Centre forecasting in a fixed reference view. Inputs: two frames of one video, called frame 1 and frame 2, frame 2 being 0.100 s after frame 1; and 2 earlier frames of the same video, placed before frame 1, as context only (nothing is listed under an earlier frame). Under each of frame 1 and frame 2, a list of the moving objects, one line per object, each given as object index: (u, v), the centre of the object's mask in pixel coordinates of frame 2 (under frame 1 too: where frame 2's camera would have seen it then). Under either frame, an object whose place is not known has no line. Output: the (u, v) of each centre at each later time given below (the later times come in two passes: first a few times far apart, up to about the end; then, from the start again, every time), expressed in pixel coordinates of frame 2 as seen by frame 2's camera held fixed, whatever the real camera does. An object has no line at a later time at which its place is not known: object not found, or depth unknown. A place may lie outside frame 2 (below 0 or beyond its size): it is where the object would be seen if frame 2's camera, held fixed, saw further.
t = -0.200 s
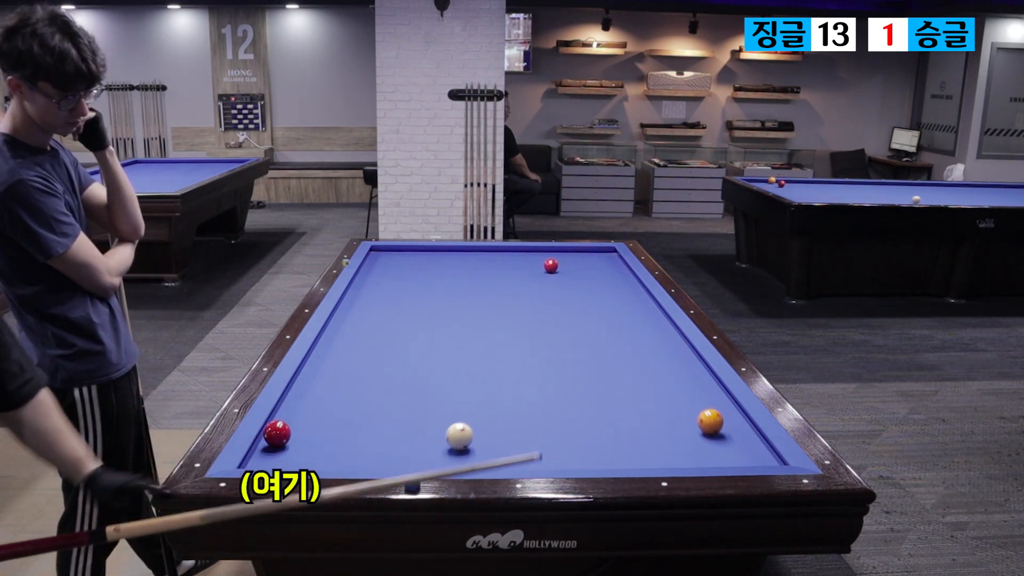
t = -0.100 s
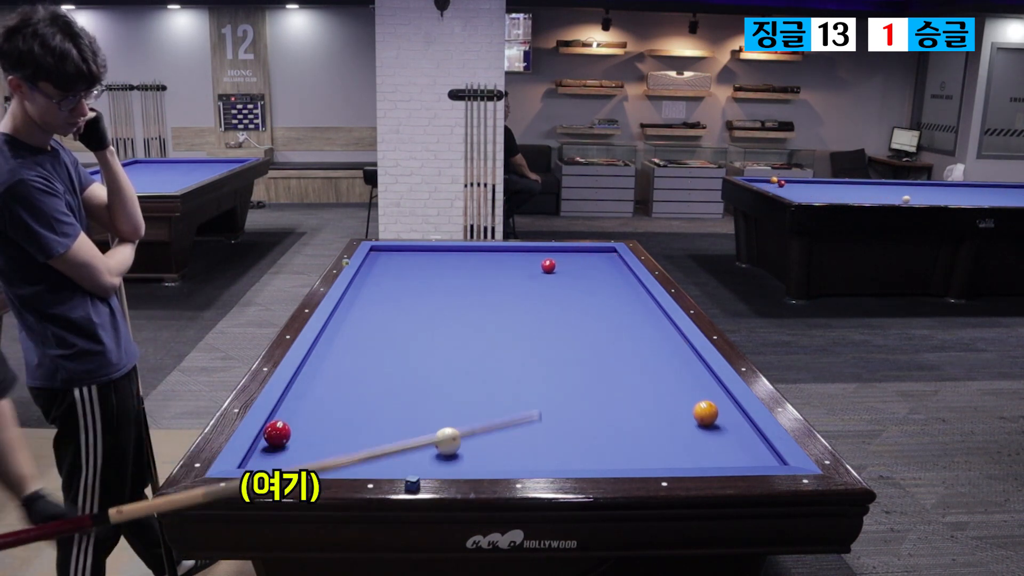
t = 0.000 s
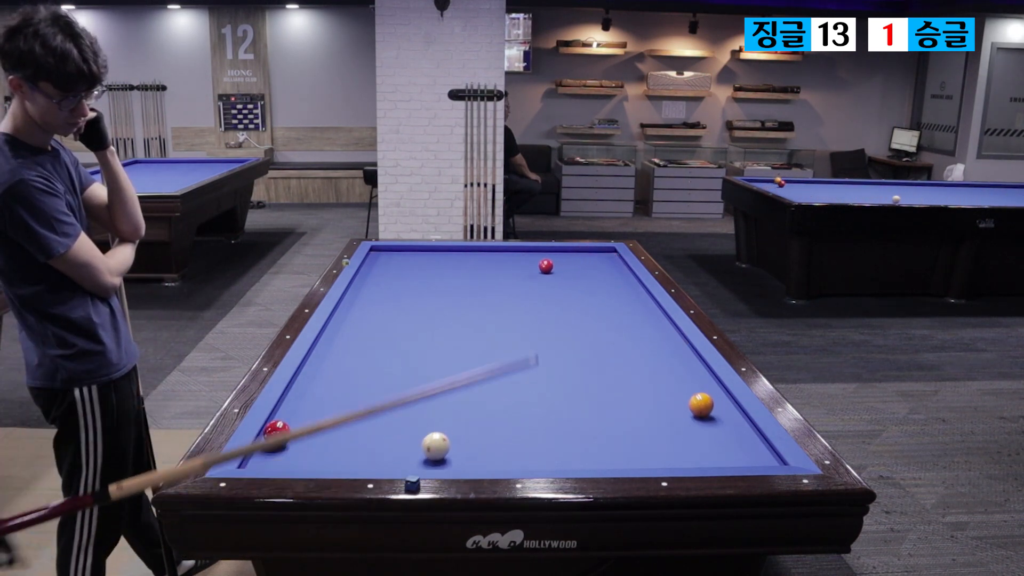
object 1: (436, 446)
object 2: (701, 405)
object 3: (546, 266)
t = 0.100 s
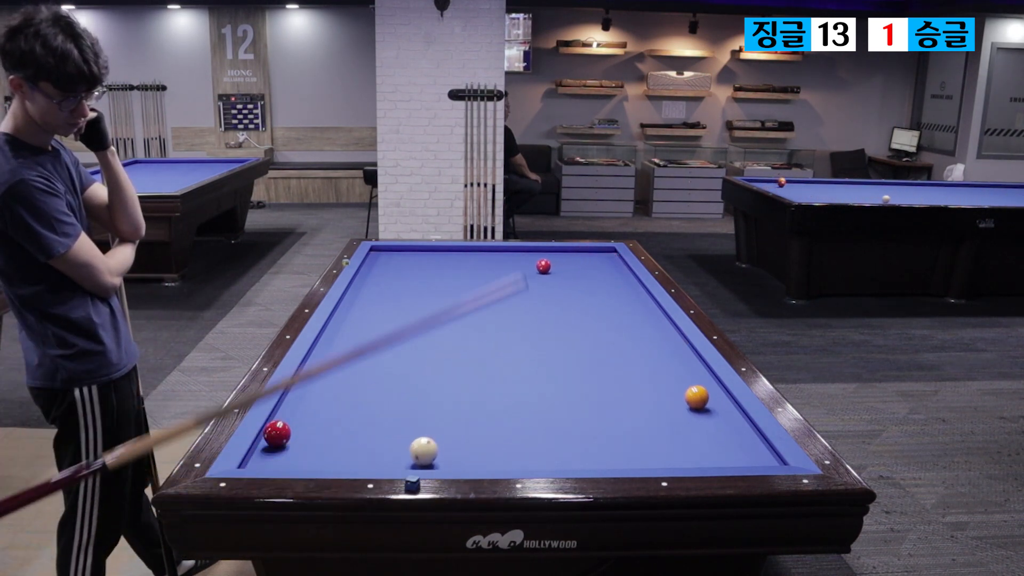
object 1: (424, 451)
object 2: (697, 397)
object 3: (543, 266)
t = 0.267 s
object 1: (403, 458)
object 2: (690, 385)
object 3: (540, 266)
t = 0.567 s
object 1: (367, 458)
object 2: (679, 366)
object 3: (533, 267)
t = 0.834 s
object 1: (338, 453)
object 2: (671, 351)
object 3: (528, 268)
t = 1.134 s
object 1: (307, 445)
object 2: (663, 336)
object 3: (522, 268)
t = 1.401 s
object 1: (290, 441)
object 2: (656, 325)
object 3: (518, 268)
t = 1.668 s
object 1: (282, 440)
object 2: (649, 314)
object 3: (514, 269)
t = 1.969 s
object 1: (273, 440)
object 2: (642, 303)
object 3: (511, 269)
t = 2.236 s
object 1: (269, 440)
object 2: (637, 295)
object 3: (509, 269)
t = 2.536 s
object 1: (273, 438)
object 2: (631, 287)
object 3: (506, 269)
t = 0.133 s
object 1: (419, 453)
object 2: (695, 395)
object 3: (543, 266)
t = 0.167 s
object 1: (415, 454)
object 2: (694, 392)
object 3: (542, 266)
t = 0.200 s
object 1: (411, 455)
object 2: (693, 390)
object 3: (541, 266)
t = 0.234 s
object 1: (407, 457)
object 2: (691, 388)
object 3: (540, 266)
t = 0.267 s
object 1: (403, 458)
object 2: (690, 385)
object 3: (540, 266)
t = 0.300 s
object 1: (399, 459)
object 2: (689, 383)
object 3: (539, 266)
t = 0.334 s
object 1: (395, 460)
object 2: (687, 381)
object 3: (538, 267)
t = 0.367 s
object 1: (391, 460)
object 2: (686, 379)
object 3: (537, 267)
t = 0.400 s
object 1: (386, 461)
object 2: (685, 376)
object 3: (537, 267)
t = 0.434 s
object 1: (382, 461)
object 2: (684, 374)
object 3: (536, 267)
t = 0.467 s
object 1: (378, 460)
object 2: (682, 372)
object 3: (535, 267)
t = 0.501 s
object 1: (374, 460)
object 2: (681, 370)
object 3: (535, 267)
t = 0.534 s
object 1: (371, 459)
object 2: (680, 368)
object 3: (534, 267)
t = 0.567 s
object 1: (367, 458)
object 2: (679, 366)
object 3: (533, 267)
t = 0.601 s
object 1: (363, 458)
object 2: (678, 364)
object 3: (532, 267)
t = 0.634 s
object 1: (359, 457)
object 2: (677, 362)
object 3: (532, 267)
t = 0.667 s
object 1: (355, 457)
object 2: (676, 360)
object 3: (531, 267)
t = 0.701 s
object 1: (352, 456)
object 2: (675, 358)
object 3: (530, 267)
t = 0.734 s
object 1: (348, 456)
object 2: (674, 356)
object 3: (530, 267)
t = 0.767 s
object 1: (345, 455)
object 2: (673, 355)
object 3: (529, 267)
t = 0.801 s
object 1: (341, 454)
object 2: (672, 353)
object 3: (529, 268)
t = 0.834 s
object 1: (338, 453)
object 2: (671, 351)
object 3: (528, 268)
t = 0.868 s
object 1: (334, 452)
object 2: (670, 349)
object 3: (527, 268)
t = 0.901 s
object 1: (331, 451)
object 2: (669, 348)
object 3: (527, 268)
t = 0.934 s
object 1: (327, 450)
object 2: (668, 346)
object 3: (526, 268)
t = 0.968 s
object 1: (324, 450)
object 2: (667, 344)
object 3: (525, 268)
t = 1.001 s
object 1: (321, 449)
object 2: (666, 343)
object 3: (525, 268)
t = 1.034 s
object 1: (317, 448)
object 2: (665, 341)
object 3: (524, 268)
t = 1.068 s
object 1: (314, 447)
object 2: (664, 339)
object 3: (524, 268)
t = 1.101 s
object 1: (311, 446)
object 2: (663, 338)
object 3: (523, 268)
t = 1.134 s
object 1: (307, 445)
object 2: (663, 336)
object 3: (522, 268)
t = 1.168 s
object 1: (304, 444)
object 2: (662, 335)
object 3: (522, 268)
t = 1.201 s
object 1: (301, 443)
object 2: (661, 333)
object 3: (521, 268)
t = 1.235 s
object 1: (298, 442)
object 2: (660, 332)
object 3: (521, 268)
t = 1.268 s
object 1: (294, 442)
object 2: (659, 330)
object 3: (520, 268)
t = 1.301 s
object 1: (293, 442)
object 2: (658, 329)
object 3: (520, 268)
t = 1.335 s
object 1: (292, 441)
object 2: (657, 327)
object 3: (519, 268)
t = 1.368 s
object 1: (291, 441)
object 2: (657, 326)
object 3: (519, 268)
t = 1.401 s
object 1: (290, 441)
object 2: (656, 325)
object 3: (518, 268)
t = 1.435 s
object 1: (289, 441)
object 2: (655, 323)
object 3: (518, 268)
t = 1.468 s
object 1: (288, 441)
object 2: (654, 322)
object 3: (517, 268)
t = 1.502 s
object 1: (287, 441)
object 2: (653, 321)
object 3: (517, 269)
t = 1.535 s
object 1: (285, 441)
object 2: (652, 319)
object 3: (516, 269)
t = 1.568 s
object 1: (284, 441)
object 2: (652, 318)
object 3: (516, 269)
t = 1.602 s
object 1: (284, 441)
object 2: (651, 317)
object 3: (515, 269)
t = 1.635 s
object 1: (283, 441)
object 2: (650, 315)
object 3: (515, 269)
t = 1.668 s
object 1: (282, 440)
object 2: (649, 314)
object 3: (514, 269)
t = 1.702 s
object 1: (281, 440)
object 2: (648, 313)
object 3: (514, 269)
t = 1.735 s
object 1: (280, 440)
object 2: (648, 312)
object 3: (514, 269)
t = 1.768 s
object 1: (279, 440)
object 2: (647, 310)
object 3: (513, 269)
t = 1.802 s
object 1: (278, 440)
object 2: (646, 309)
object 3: (513, 269)
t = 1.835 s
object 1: (277, 440)
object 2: (645, 308)
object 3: (513, 269)
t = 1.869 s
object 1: (276, 440)
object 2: (645, 307)
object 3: (512, 269)
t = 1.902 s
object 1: (275, 440)
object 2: (644, 306)
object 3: (512, 269)
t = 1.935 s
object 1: (274, 440)
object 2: (643, 305)
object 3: (511, 269)
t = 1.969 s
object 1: (273, 440)
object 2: (642, 303)
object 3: (511, 269)
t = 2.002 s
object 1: (273, 440)
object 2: (641, 303)
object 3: (511, 269)
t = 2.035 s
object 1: (272, 440)
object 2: (641, 301)
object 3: (510, 269)
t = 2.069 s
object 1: (271, 440)
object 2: (640, 300)
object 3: (510, 269)
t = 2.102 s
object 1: (270, 440)
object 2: (639, 299)
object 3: (510, 269)
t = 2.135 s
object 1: (269, 440)
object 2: (639, 298)
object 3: (509, 269)
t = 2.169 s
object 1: (269, 440)
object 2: (638, 297)
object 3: (509, 269)
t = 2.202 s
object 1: (269, 440)
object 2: (637, 296)
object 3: (509, 269)
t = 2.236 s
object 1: (269, 440)
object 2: (637, 295)
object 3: (509, 269)
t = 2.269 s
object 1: (270, 439)
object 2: (636, 294)
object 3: (508, 269)
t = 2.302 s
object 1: (270, 439)
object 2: (635, 293)
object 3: (508, 269)
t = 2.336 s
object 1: (271, 439)
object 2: (635, 292)
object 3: (508, 269)
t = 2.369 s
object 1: (272, 439)
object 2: (634, 292)
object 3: (508, 269)
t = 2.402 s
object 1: (272, 439)
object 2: (633, 291)
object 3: (507, 269)
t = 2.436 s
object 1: (272, 439)
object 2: (633, 289)
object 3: (507, 270)
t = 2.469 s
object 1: (273, 439)
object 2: (632, 289)
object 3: (507, 269)
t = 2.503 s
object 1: (273, 439)
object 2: (631, 288)
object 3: (507, 269)
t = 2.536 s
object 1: (273, 438)
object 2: (631, 287)
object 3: (506, 269)
